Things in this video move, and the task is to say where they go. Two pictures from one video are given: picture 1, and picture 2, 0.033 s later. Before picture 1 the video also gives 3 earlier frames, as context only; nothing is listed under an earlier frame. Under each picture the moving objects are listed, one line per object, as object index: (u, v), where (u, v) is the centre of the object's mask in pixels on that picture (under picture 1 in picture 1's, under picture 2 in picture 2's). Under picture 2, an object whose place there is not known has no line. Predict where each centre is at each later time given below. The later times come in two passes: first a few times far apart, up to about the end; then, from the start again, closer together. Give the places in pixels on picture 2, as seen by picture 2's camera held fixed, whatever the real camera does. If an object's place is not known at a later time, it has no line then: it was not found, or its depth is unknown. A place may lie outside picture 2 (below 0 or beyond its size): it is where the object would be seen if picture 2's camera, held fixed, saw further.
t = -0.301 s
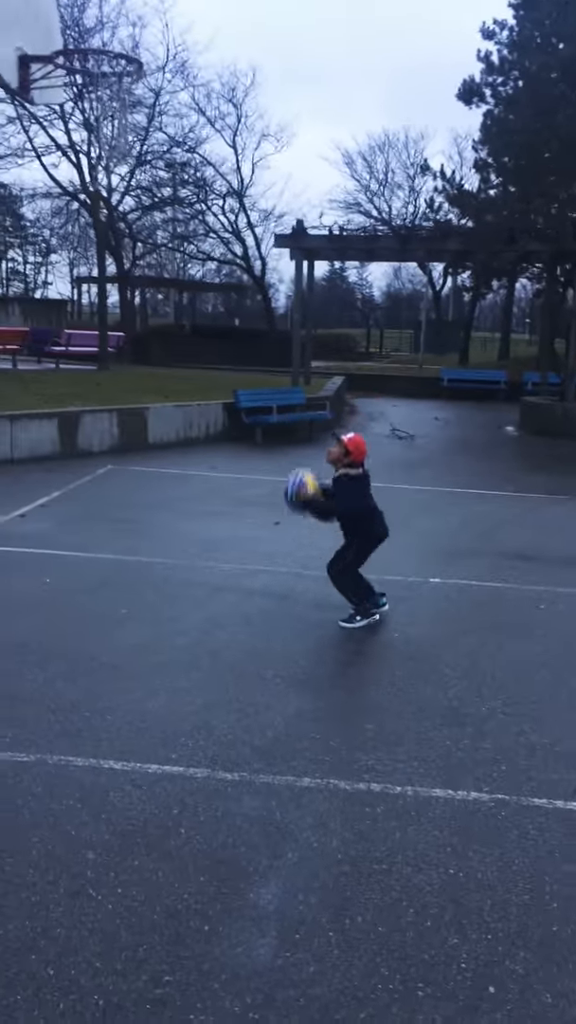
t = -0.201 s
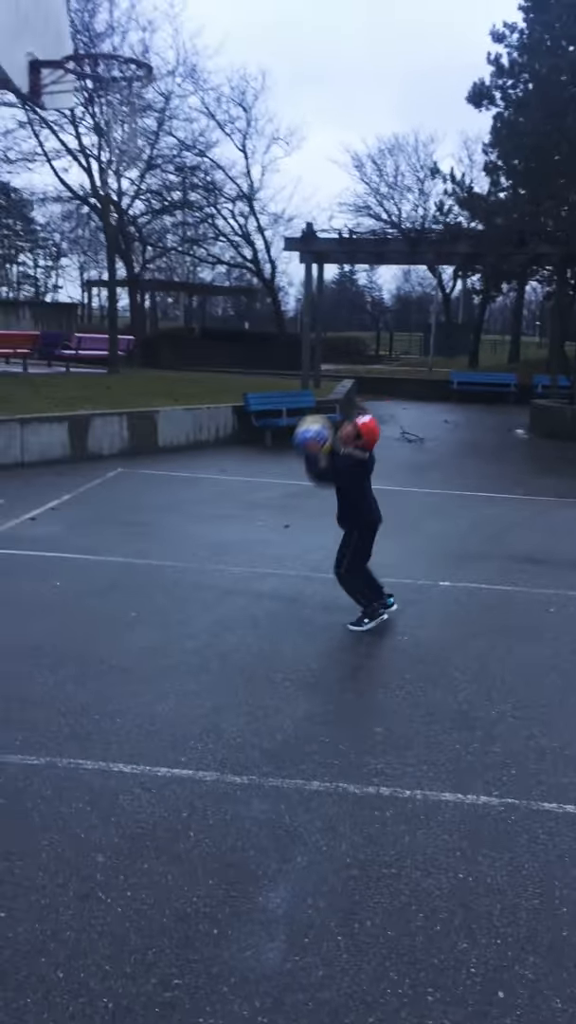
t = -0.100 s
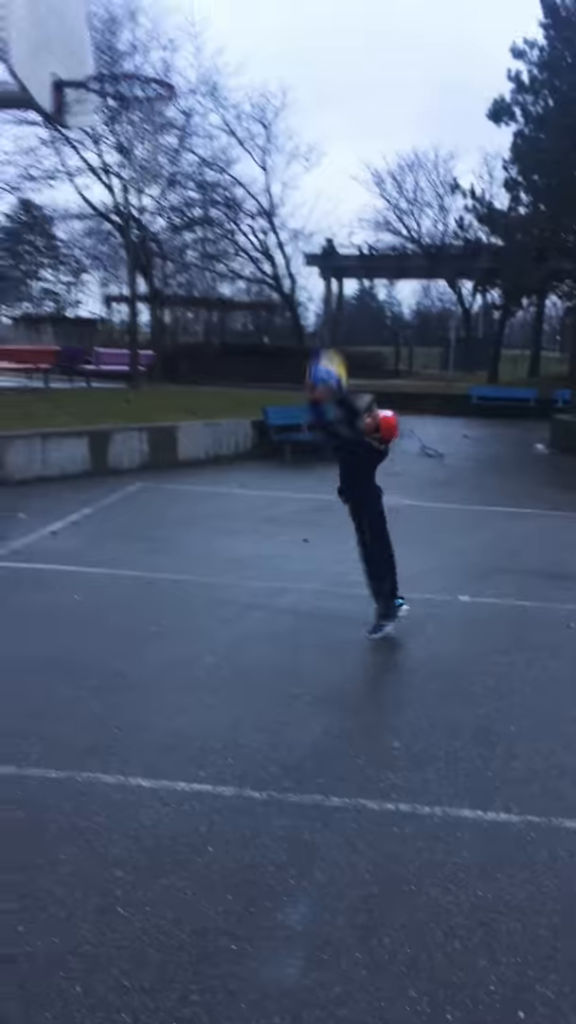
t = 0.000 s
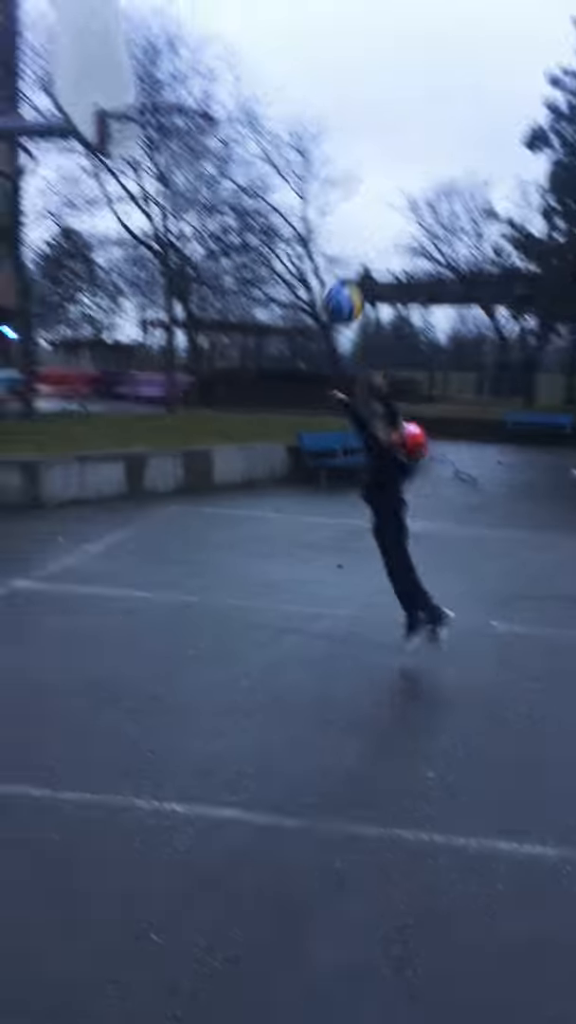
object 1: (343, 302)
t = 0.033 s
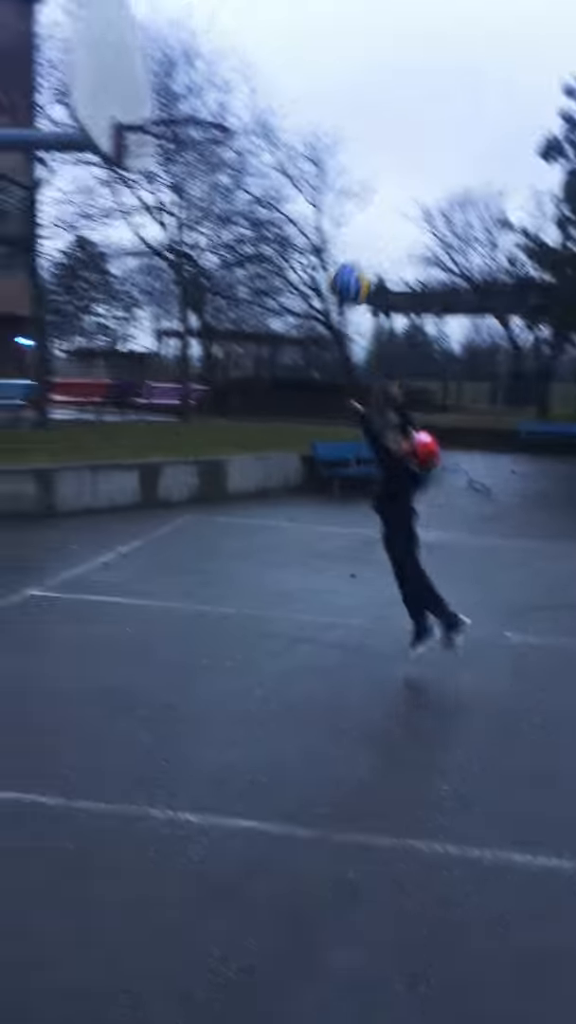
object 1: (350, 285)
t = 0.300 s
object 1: (283, 108)
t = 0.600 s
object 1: (198, 55)
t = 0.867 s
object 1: (138, 78)
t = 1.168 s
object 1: (160, 82)
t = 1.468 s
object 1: (133, 102)
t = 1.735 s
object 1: (111, 280)
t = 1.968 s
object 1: (85, 552)
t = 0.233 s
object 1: (301, 144)
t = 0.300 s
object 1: (283, 108)
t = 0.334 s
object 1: (273, 95)
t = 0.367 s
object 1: (265, 83)
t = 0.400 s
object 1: (256, 74)
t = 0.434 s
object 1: (247, 66)
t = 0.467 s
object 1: (238, 59)
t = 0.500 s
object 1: (228, 56)
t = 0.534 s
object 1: (217, 52)
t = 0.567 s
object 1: (208, 52)
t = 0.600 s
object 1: (198, 55)
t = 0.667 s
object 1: (180, 69)
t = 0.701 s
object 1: (167, 75)
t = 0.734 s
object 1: (157, 83)
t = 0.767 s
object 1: (146, 98)
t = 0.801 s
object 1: (138, 94)
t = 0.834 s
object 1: (134, 84)
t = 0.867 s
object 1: (138, 78)
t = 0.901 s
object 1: (141, 72)
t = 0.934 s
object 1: (145, 70)
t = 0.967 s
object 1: (148, 70)
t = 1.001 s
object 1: (151, 70)
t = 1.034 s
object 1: (154, 75)
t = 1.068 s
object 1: (158, 81)
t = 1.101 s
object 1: (160, 88)
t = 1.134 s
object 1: (161, 89)
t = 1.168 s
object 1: (160, 82)
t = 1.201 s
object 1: (157, 76)
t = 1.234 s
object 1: (154, 71)
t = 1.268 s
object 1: (151, 69)
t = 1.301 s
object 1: (148, 69)
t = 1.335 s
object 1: (146, 72)
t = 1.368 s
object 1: (143, 75)
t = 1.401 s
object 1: (140, 81)
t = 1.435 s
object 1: (136, 89)
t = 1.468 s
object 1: (133, 102)
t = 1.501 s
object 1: (131, 114)
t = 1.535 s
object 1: (127, 133)
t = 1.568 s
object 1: (124, 147)
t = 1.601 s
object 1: (121, 168)
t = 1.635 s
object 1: (118, 193)
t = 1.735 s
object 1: (111, 280)
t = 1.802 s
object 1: (104, 349)
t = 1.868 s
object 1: (97, 422)
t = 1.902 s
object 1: (93, 462)
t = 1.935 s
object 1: (89, 505)
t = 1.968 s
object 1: (85, 552)
